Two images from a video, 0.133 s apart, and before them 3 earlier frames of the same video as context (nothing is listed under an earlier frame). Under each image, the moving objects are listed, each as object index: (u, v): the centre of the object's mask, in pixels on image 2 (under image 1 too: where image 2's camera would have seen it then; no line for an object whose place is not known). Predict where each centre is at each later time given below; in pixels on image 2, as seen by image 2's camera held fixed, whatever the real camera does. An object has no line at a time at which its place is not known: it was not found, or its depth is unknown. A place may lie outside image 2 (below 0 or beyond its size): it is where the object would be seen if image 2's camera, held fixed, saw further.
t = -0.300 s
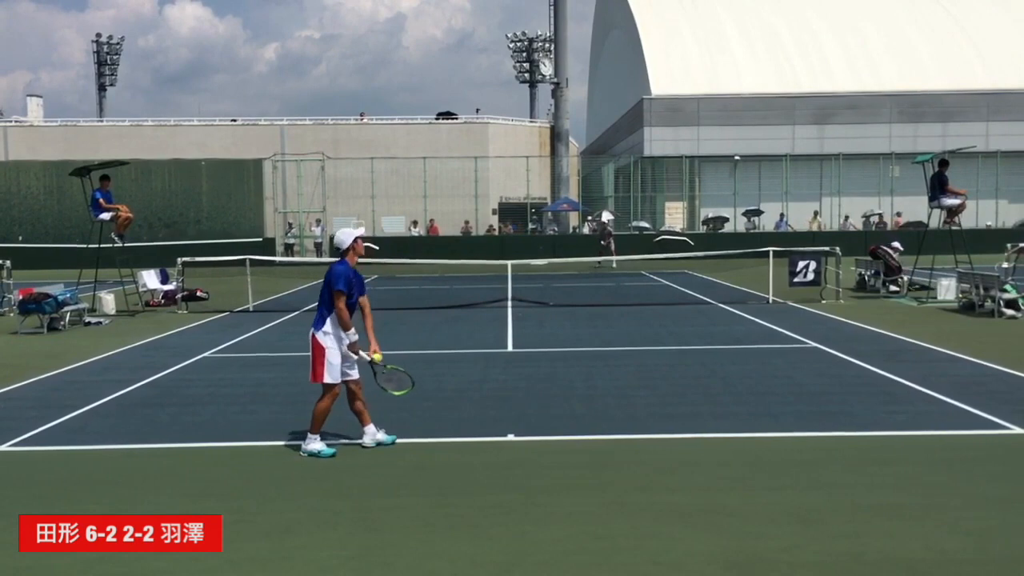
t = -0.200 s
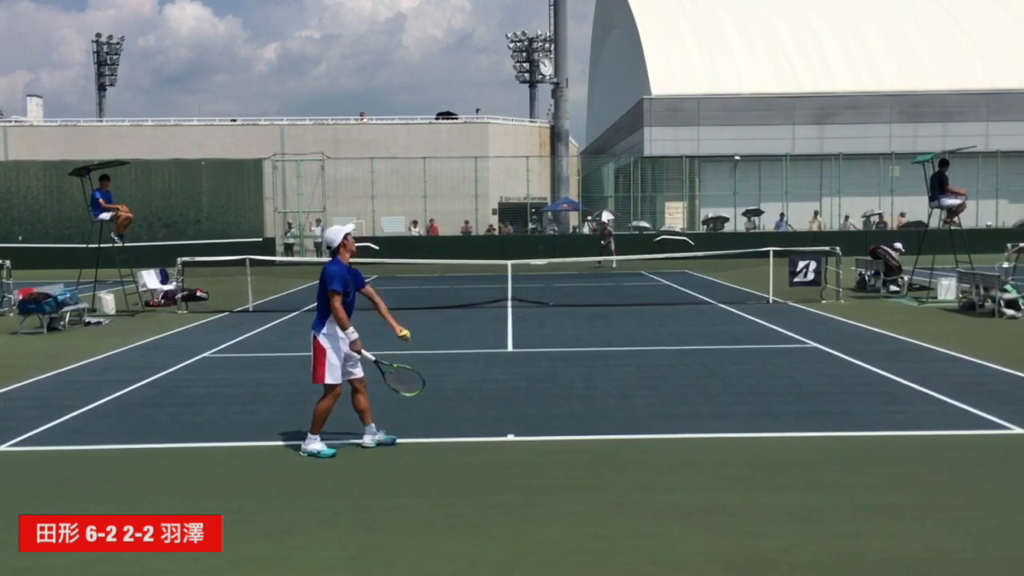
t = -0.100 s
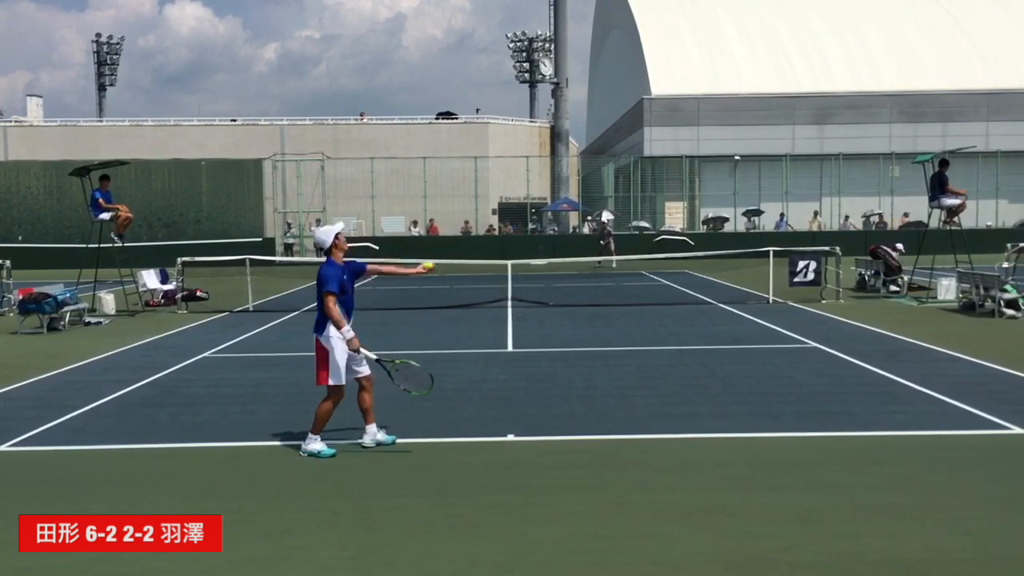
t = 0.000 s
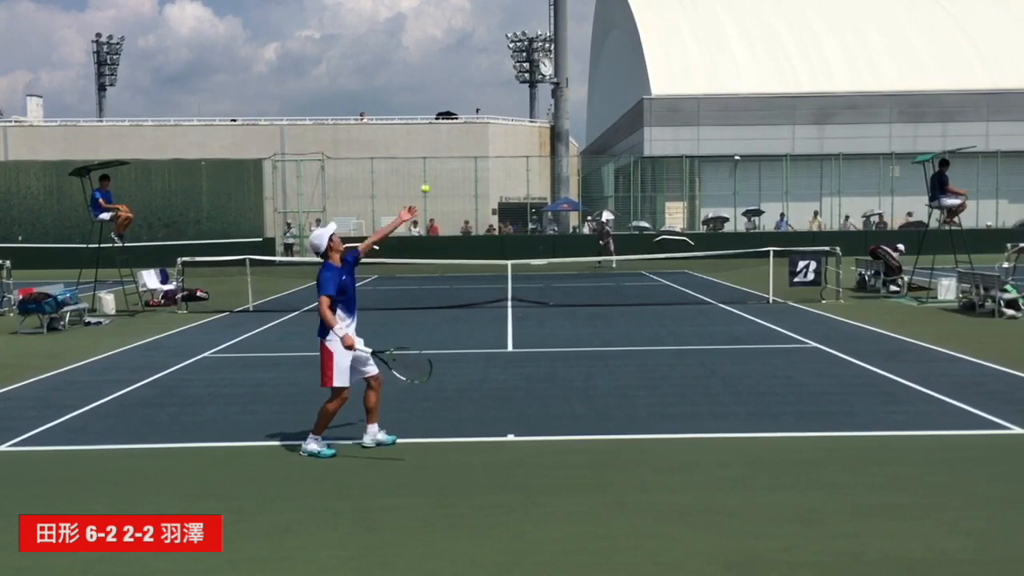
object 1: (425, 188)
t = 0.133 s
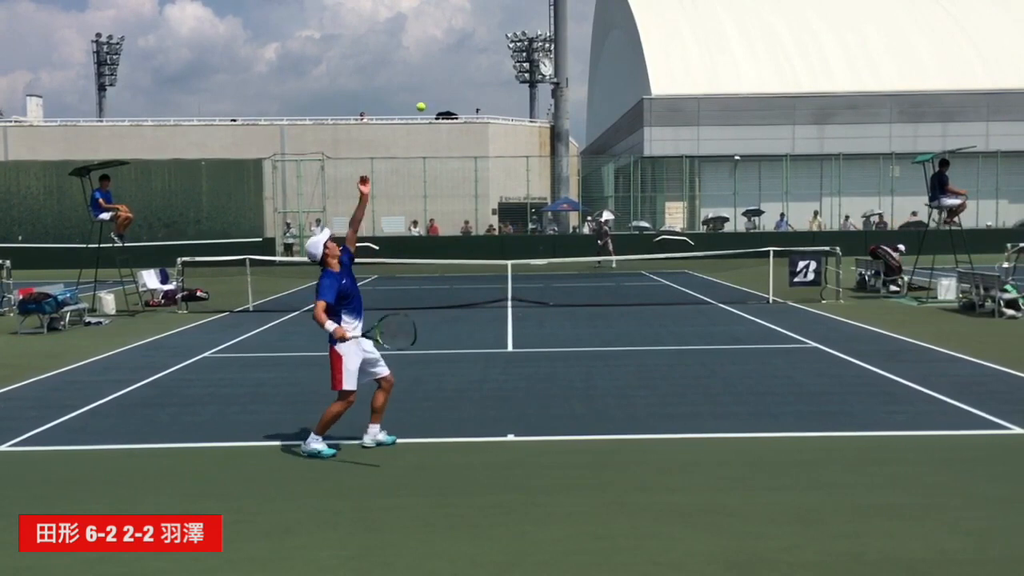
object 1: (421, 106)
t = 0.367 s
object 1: (414, 16)
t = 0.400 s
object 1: (413, 10)
